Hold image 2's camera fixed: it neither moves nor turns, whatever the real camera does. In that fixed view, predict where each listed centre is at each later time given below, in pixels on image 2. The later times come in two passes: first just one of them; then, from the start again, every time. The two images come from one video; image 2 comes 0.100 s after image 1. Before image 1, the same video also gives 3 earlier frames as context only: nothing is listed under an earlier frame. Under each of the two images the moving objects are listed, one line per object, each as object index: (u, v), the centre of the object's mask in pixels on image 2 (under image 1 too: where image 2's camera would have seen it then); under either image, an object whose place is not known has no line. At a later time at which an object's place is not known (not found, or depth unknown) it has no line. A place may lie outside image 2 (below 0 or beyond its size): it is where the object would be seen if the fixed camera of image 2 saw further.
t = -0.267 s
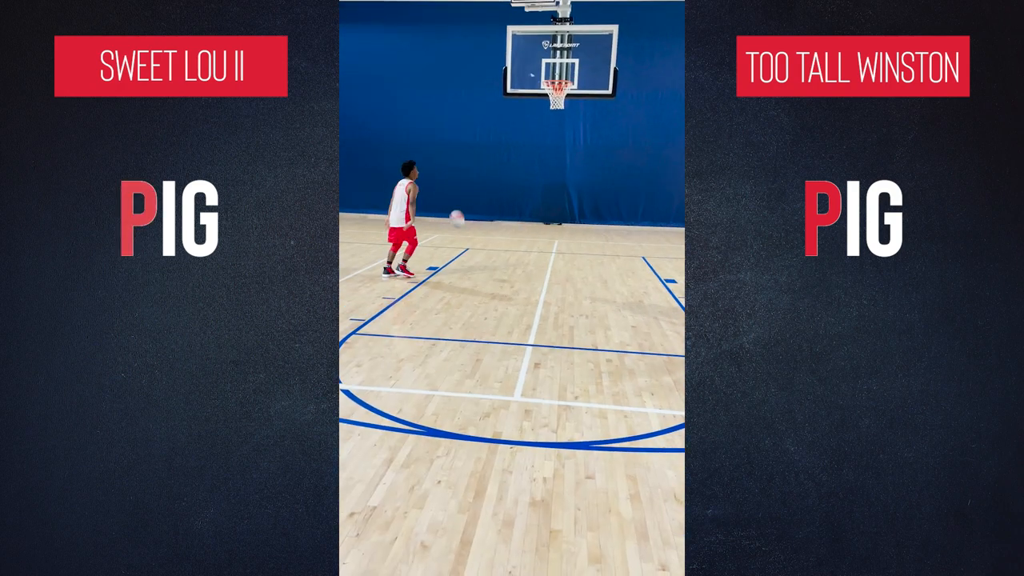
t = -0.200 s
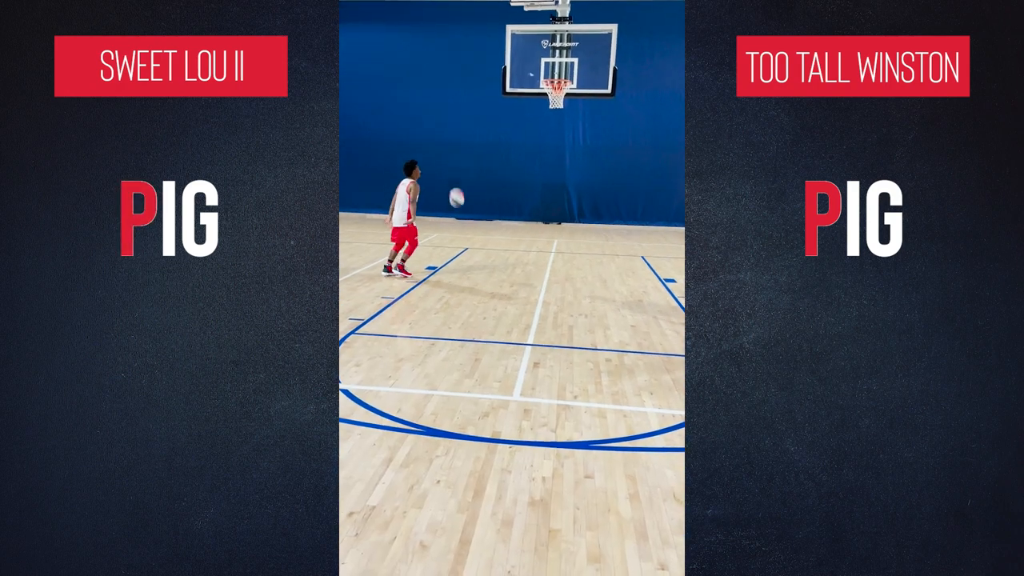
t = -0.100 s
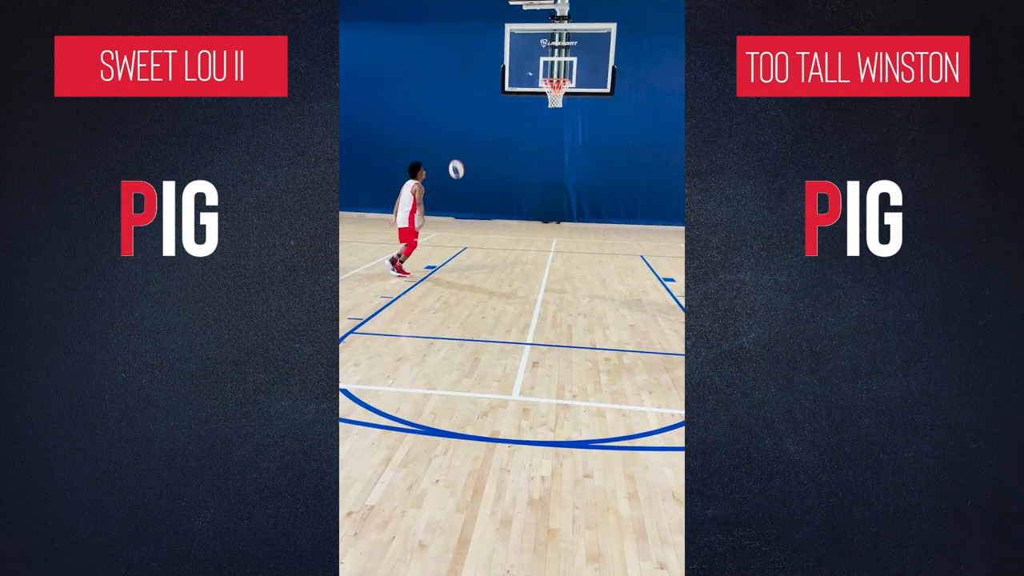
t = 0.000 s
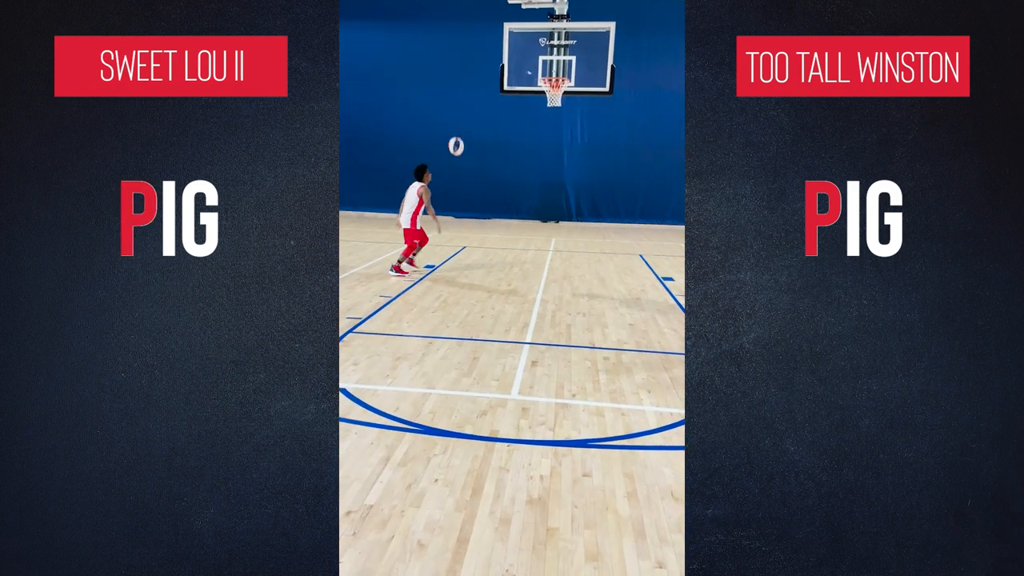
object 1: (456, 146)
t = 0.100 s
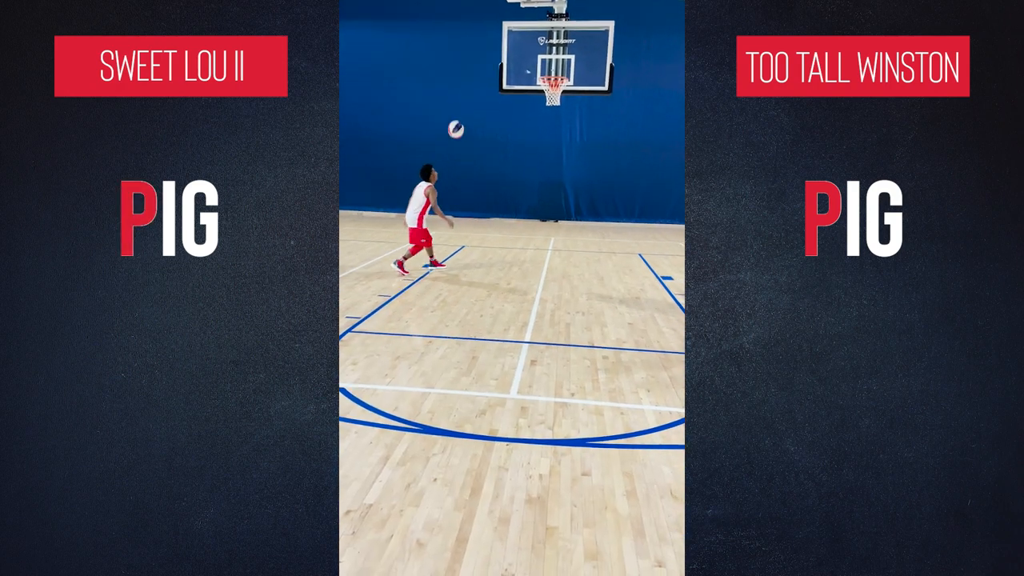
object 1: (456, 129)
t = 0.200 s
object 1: (455, 119)
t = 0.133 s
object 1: (455, 125)
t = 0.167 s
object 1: (455, 122)
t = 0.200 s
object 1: (455, 119)
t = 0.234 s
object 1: (455, 117)
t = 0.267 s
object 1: (455, 116)
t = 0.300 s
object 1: (455, 116)
